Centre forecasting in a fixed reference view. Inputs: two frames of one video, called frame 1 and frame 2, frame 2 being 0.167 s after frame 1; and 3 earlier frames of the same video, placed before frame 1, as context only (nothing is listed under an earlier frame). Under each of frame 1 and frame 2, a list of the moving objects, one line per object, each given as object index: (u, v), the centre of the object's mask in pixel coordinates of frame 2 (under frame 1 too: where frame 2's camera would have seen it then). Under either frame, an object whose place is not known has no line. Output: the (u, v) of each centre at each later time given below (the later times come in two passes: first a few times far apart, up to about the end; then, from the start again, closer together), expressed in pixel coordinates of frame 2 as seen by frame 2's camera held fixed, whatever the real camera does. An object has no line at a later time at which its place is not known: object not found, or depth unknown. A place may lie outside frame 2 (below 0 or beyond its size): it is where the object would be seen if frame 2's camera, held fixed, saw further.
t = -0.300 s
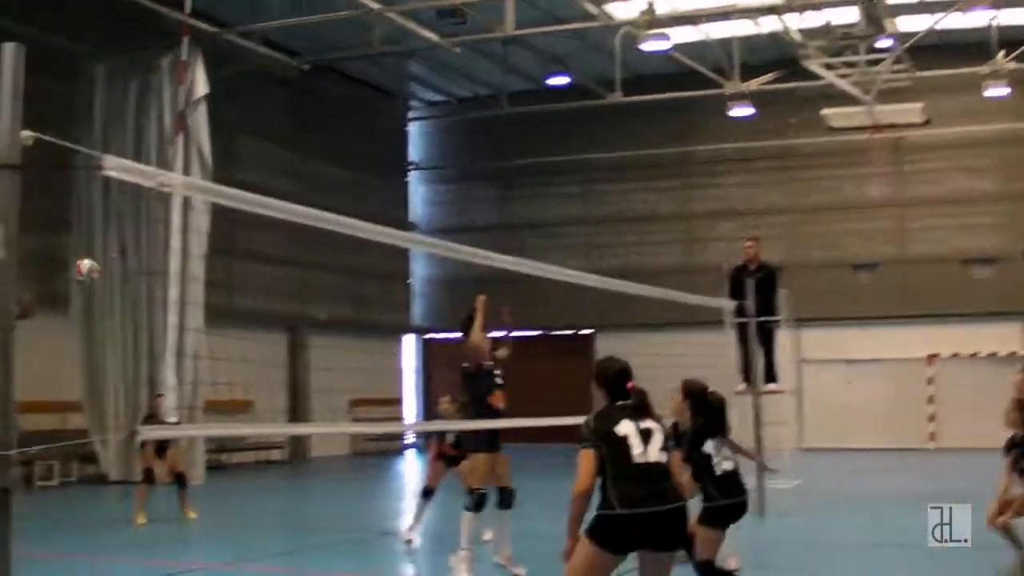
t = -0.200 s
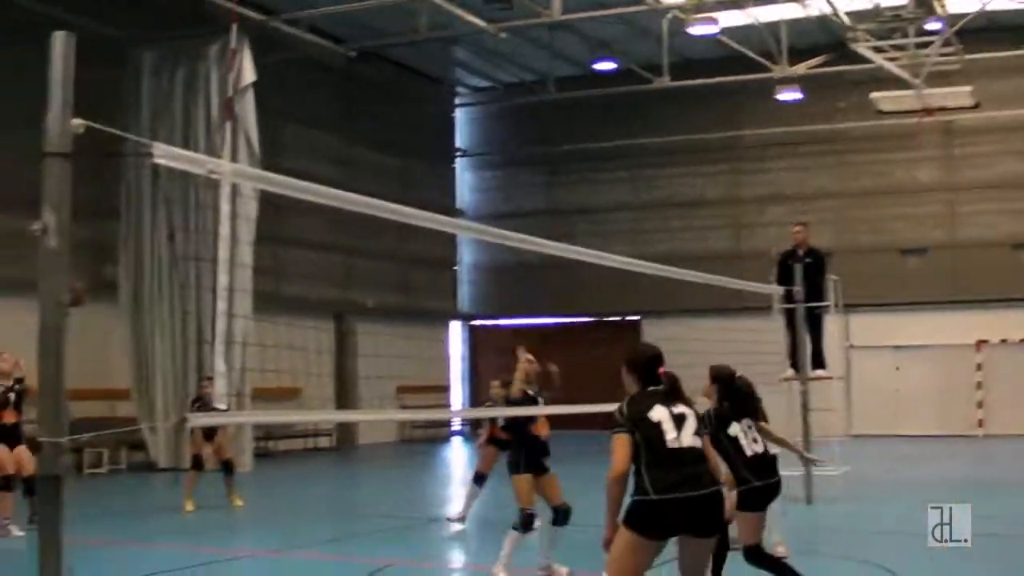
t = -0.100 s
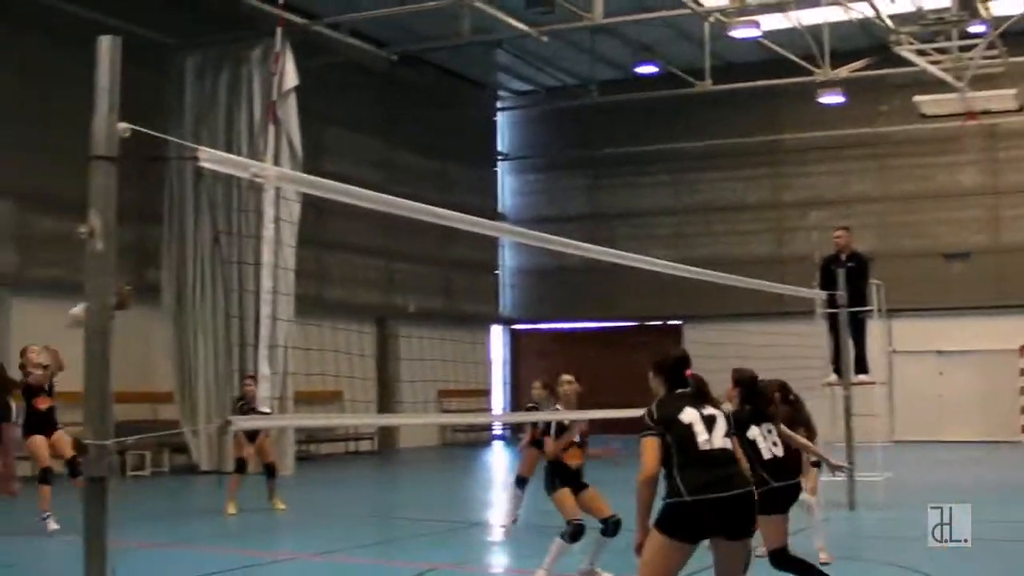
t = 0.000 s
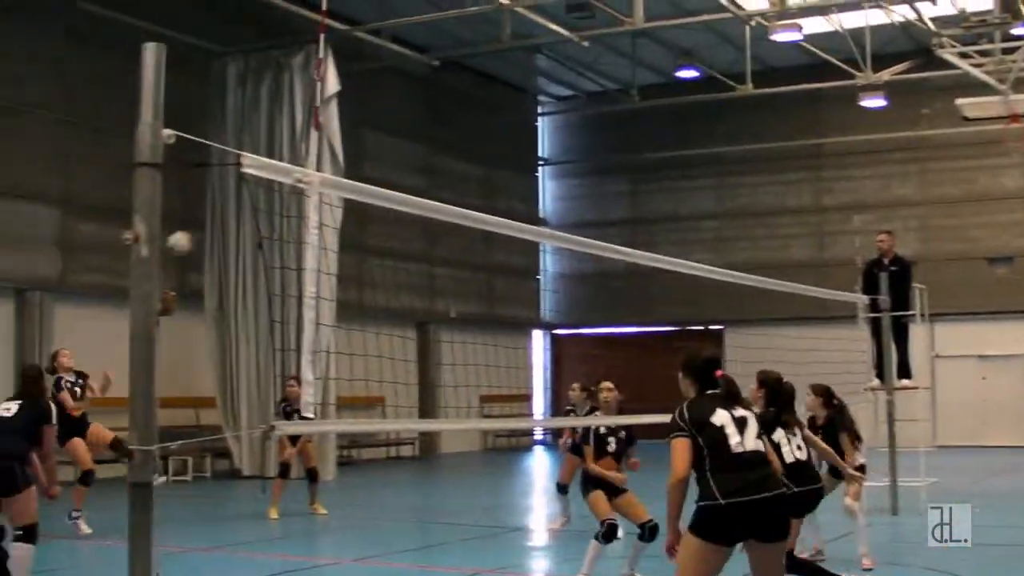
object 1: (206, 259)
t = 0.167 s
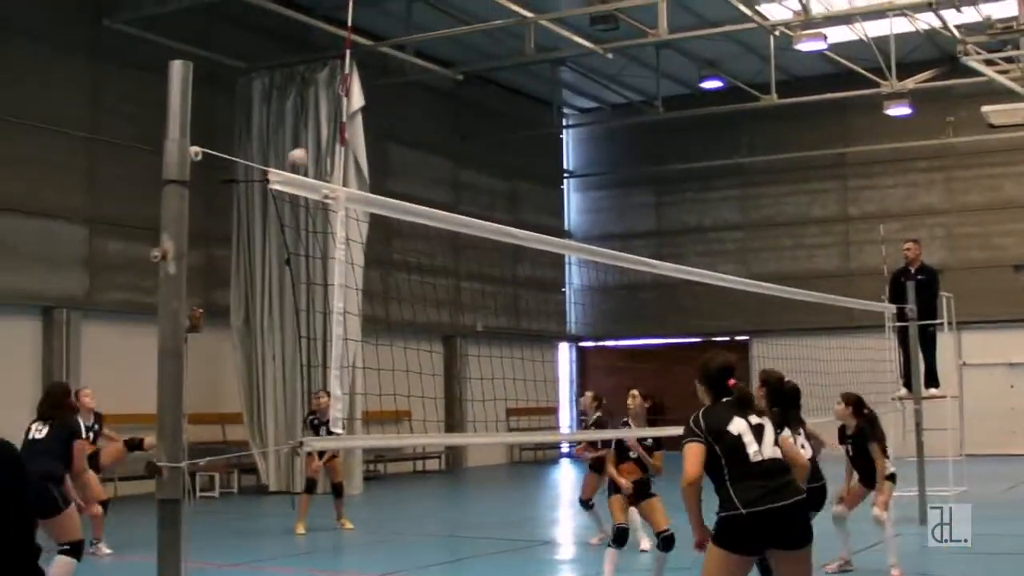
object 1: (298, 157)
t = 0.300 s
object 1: (367, 107)
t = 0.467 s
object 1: (450, 70)
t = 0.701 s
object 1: (554, 67)
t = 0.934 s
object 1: (652, 116)
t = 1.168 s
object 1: (744, 212)
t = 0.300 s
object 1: (367, 107)
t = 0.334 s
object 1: (384, 97)
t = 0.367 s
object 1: (401, 88)
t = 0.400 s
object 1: (417, 82)
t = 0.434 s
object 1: (433, 74)
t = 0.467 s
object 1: (450, 70)
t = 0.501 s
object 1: (464, 67)
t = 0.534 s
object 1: (480, 64)
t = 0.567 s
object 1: (495, 63)
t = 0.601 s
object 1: (510, 61)
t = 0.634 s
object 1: (525, 61)
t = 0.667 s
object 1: (539, 63)
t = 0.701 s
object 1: (554, 67)
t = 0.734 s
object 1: (568, 70)
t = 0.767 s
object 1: (583, 75)
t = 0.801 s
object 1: (597, 81)
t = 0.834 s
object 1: (611, 88)
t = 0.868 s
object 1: (625, 97)
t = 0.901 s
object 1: (638, 105)
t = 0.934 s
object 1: (652, 116)
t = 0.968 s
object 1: (665, 128)
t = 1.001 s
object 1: (679, 140)
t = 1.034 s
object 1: (692, 152)
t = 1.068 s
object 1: (705, 167)
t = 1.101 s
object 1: (718, 181)
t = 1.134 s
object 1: (731, 195)
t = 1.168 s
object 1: (744, 212)
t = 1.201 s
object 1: (757, 231)
